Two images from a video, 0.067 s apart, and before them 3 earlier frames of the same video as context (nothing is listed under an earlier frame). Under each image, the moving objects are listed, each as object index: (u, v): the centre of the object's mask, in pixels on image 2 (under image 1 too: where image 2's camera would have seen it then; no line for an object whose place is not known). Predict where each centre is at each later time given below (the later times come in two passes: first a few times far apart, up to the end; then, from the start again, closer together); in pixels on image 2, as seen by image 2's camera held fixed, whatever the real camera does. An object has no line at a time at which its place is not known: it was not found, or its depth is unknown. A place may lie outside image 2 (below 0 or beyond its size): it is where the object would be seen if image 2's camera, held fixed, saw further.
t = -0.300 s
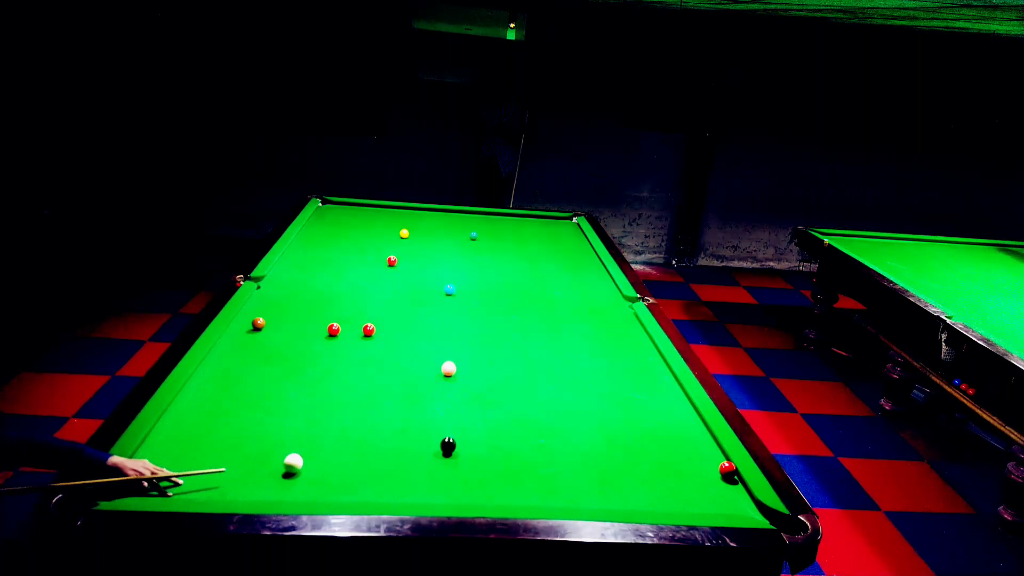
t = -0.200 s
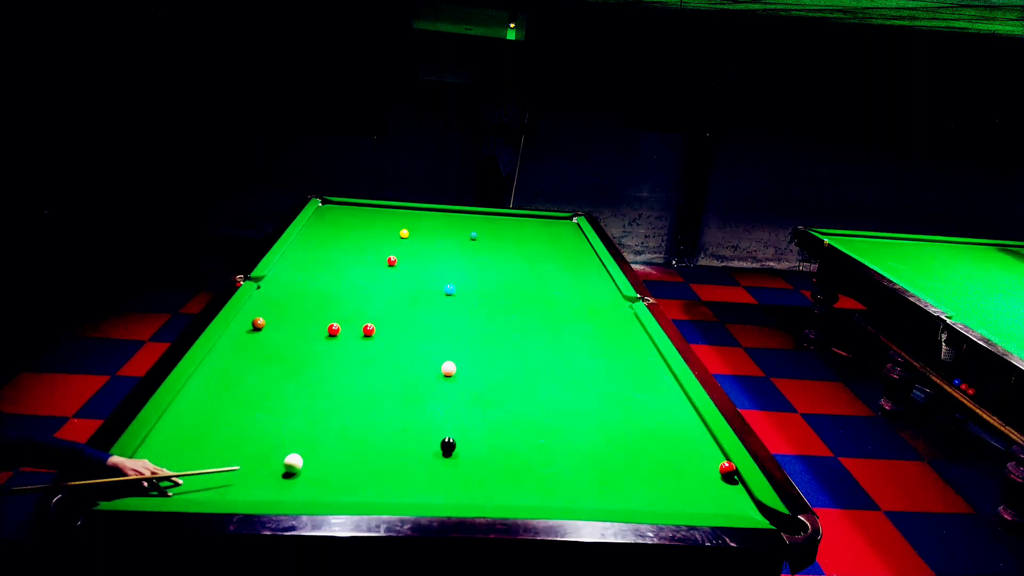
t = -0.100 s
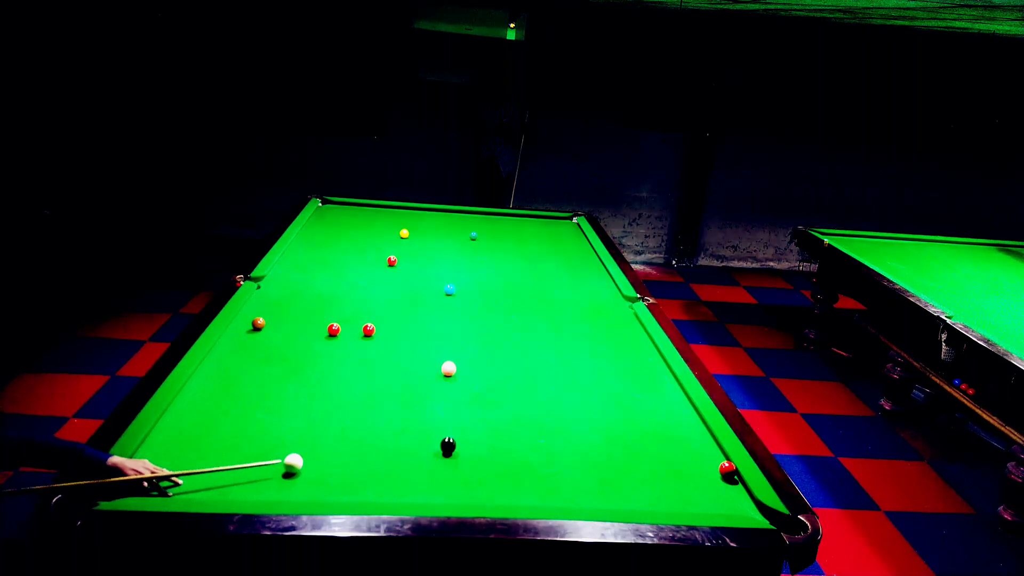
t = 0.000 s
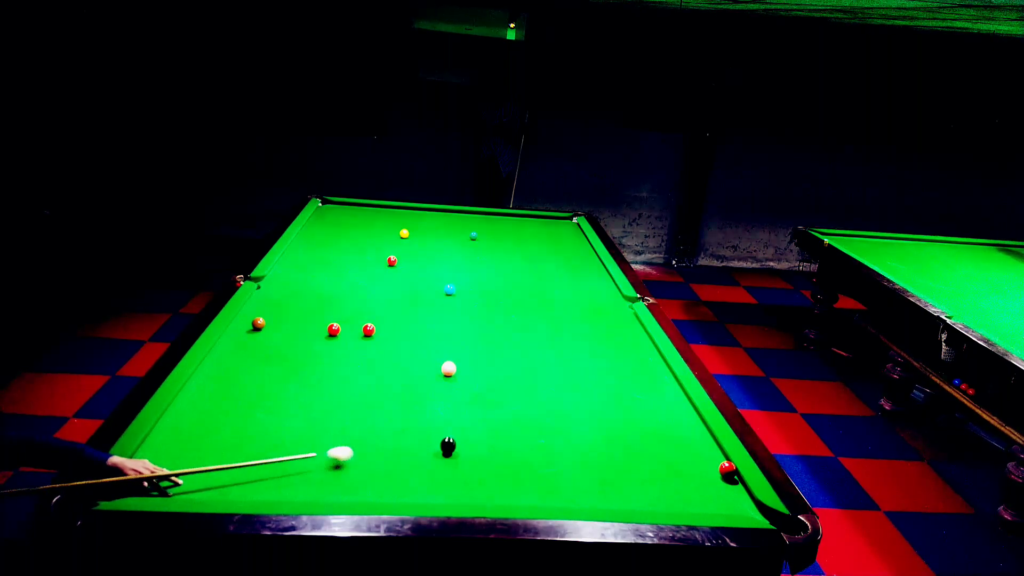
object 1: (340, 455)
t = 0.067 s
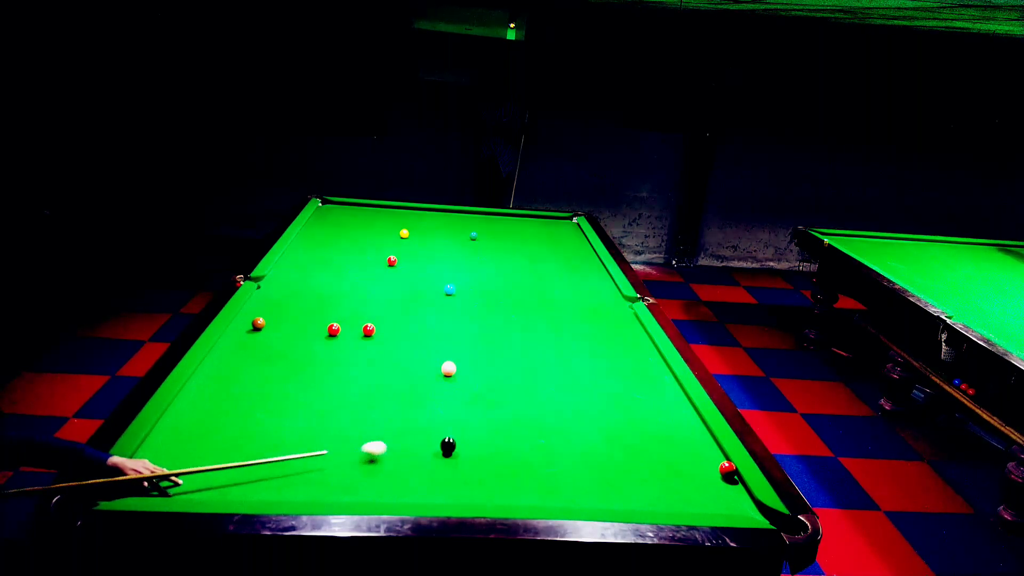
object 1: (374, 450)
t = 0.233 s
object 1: (438, 436)
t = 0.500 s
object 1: (486, 407)
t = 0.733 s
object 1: (522, 387)
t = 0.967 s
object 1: (553, 370)
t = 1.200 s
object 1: (581, 356)
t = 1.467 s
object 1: (609, 341)
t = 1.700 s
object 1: (630, 330)
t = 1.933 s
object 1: (627, 321)
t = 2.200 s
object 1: (606, 312)
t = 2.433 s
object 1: (590, 306)
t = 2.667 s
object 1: (576, 300)
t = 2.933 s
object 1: (561, 293)
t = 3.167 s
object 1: (550, 289)
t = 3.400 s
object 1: (540, 284)
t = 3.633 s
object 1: (531, 281)
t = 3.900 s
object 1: (521, 277)
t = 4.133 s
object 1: (514, 274)
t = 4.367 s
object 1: (508, 272)
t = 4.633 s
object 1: (501, 269)
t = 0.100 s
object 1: (390, 447)
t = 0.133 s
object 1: (406, 445)
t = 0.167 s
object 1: (422, 442)
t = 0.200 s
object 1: (434, 440)
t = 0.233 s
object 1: (438, 436)
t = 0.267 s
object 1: (444, 432)
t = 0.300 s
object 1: (450, 427)
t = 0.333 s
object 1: (456, 424)
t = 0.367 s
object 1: (462, 421)
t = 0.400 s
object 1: (468, 417)
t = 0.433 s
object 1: (474, 414)
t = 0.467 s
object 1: (480, 410)
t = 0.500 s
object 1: (486, 407)
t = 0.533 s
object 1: (491, 404)
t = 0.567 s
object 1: (497, 401)
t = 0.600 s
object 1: (502, 398)
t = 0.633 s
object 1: (507, 395)
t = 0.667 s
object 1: (512, 392)
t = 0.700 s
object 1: (517, 390)
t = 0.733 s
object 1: (522, 387)
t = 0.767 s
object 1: (527, 385)
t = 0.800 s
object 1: (531, 382)
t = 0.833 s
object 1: (536, 380)
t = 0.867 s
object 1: (540, 377)
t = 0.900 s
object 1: (545, 375)
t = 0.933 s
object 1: (549, 373)
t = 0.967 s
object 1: (553, 370)
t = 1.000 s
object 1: (558, 368)
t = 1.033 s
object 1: (562, 366)
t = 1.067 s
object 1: (566, 364)
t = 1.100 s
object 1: (570, 362)
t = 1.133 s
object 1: (574, 360)
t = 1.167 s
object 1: (577, 358)
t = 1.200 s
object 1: (581, 356)
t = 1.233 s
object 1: (585, 354)
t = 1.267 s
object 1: (588, 352)
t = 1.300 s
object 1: (592, 350)
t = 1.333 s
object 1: (595, 348)
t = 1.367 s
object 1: (599, 347)
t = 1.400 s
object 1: (602, 345)
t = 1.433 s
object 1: (605, 343)
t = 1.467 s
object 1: (609, 341)
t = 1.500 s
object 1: (612, 340)
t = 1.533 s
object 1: (615, 338)
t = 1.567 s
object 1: (618, 337)
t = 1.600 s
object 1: (621, 335)
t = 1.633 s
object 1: (624, 333)
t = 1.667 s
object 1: (627, 332)
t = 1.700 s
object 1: (630, 330)
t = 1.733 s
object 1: (633, 329)
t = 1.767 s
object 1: (636, 327)
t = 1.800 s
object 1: (638, 326)
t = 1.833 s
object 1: (636, 325)
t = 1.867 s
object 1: (633, 324)
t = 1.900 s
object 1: (630, 322)
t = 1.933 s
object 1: (627, 321)
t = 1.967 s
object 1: (624, 320)
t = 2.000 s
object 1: (621, 319)
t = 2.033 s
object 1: (619, 318)
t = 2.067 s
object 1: (616, 317)
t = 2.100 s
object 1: (614, 316)
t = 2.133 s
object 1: (611, 315)
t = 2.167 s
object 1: (609, 313)
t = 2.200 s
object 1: (606, 312)
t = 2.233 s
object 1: (604, 311)
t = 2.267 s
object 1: (601, 311)
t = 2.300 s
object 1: (599, 310)
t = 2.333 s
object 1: (597, 308)
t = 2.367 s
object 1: (594, 307)
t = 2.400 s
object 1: (592, 307)
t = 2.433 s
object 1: (590, 306)
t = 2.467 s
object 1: (588, 305)
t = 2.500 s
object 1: (586, 304)
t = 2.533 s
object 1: (584, 303)
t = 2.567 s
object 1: (582, 302)
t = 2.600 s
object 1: (580, 301)
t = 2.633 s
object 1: (578, 300)
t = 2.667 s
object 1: (576, 300)
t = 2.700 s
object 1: (574, 299)
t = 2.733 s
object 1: (572, 298)
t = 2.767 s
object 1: (570, 297)
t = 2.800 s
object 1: (568, 296)
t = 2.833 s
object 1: (566, 296)
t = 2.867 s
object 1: (565, 295)
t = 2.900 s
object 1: (563, 294)
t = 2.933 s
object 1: (561, 293)
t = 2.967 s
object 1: (562, 291)
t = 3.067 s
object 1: (551, 287)
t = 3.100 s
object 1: (553, 290)
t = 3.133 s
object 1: (551, 289)
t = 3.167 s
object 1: (550, 289)
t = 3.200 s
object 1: (548, 288)
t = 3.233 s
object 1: (547, 287)
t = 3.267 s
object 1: (545, 287)
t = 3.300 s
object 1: (544, 286)
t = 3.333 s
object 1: (542, 286)
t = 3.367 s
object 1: (541, 285)
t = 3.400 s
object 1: (540, 284)
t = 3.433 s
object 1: (538, 284)
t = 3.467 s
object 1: (537, 283)
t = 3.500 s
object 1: (536, 283)
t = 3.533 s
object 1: (534, 282)
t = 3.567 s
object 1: (533, 282)
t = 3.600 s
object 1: (532, 281)
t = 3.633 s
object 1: (531, 281)
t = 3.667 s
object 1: (529, 280)
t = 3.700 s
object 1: (528, 279)
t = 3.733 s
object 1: (527, 279)
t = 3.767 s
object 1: (526, 279)
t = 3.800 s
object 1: (525, 278)
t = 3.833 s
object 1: (524, 278)
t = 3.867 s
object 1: (523, 277)
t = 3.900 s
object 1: (521, 277)
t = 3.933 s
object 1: (520, 276)
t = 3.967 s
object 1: (519, 276)
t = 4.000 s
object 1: (518, 276)
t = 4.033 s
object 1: (517, 275)
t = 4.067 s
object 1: (516, 275)
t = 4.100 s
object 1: (515, 275)
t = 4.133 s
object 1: (514, 274)
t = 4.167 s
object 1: (513, 274)
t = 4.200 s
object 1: (512, 273)
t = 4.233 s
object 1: (511, 273)
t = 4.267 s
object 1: (510, 273)
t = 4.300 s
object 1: (509, 272)
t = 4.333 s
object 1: (509, 272)
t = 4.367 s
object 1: (508, 272)
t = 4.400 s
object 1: (507, 271)
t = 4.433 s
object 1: (506, 271)
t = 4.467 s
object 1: (505, 271)
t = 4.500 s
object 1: (504, 271)
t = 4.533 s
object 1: (504, 270)
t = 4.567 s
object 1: (503, 270)
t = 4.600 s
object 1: (502, 269)
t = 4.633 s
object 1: (501, 269)
